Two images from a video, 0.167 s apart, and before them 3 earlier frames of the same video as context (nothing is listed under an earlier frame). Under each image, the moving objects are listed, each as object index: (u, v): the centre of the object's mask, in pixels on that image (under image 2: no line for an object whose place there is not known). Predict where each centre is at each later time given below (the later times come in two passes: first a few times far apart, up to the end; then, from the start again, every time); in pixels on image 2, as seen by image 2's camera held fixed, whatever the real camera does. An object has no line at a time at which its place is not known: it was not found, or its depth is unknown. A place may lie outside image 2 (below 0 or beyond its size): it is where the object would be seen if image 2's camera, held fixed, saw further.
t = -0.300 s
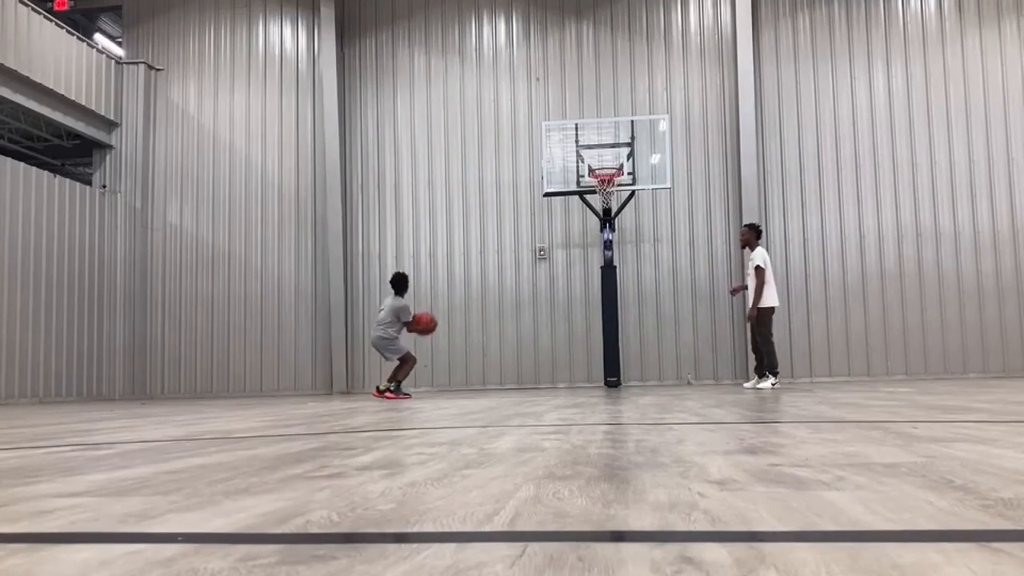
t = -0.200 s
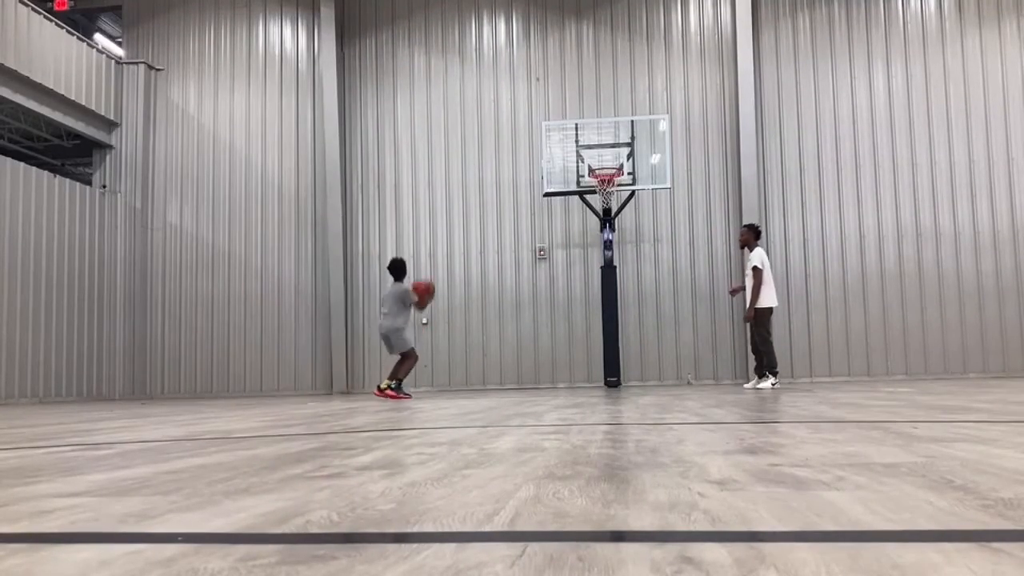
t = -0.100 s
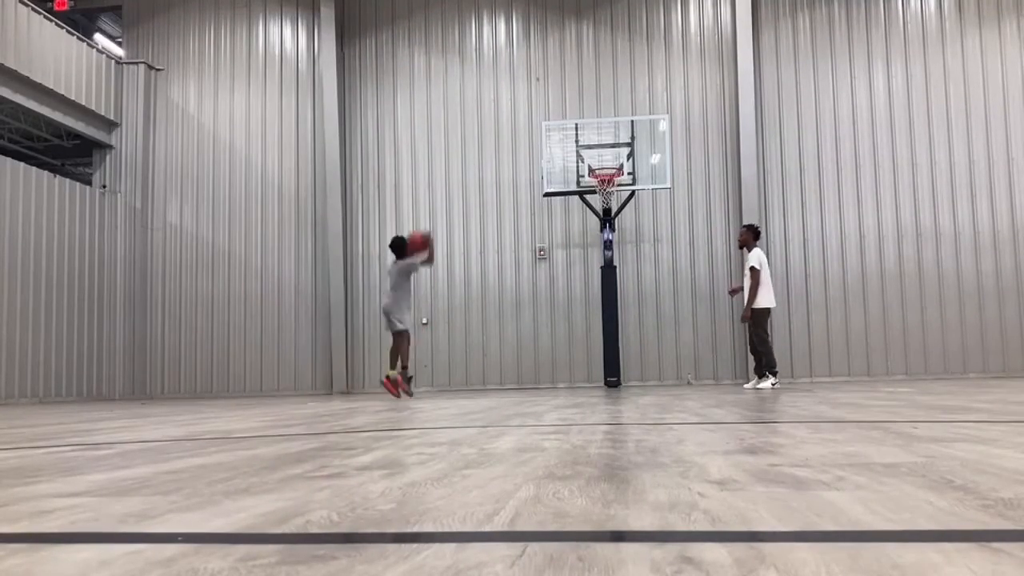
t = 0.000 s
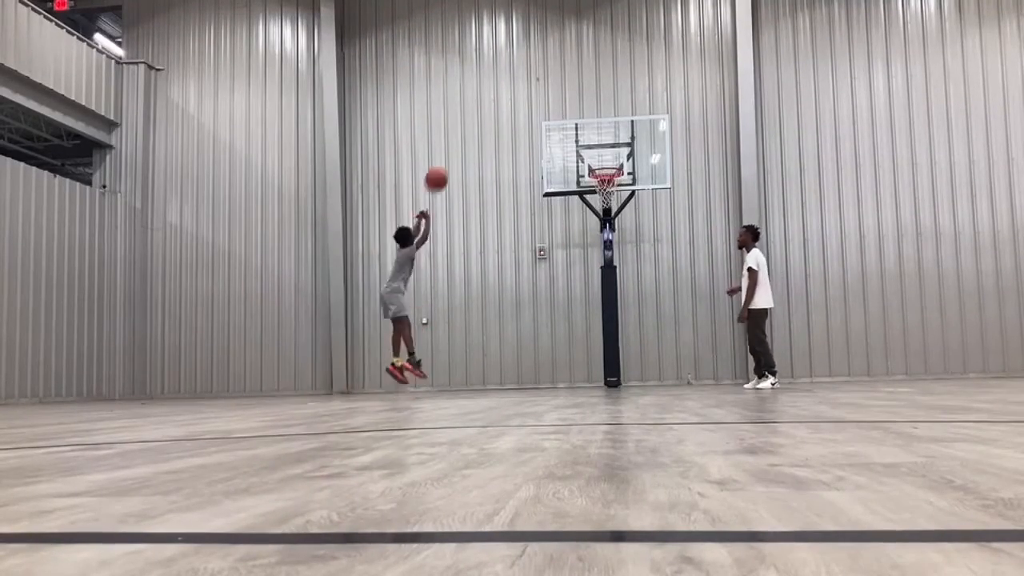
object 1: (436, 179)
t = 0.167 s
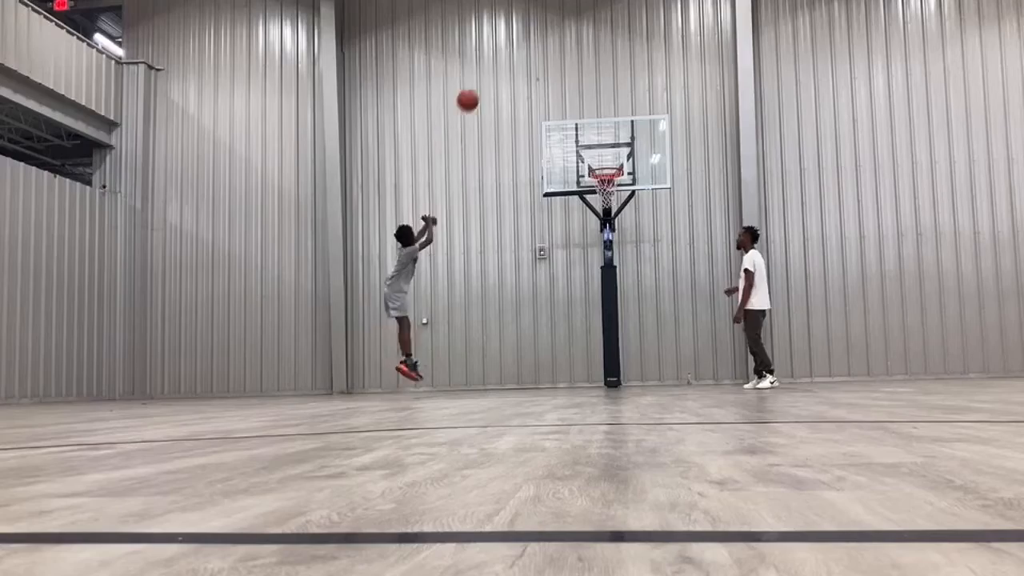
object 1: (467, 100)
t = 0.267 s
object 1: (484, 68)
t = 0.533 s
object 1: (524, 32)
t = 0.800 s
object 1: (560, 52)
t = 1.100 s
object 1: (596, 127)
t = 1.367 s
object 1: (601, 210)
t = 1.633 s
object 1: (586, 305)
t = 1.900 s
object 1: (567, 341)
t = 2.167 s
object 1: (539, 276)
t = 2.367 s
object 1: (519, 260)
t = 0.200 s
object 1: (473, 88)
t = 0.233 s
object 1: (479, 78)
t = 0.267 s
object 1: (484, 68)
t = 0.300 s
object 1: (490, 60)
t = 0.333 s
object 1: (495, 53)
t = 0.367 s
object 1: (500, 47)
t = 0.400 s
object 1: (505, 42)
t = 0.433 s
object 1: (510, 38)
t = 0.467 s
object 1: (515, 35)
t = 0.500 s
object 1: (520, 33)
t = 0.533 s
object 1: (524, 32)
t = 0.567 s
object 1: (529, 32)
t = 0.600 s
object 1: (533, 32)
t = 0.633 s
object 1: (538, 34)
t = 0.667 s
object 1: (543, 35)
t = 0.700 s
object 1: (547, 39)
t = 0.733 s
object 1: (551, 42)
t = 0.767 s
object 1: (556, 47)
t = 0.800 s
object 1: (560, 52)
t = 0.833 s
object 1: (564, 58)
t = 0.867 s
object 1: (568, 64)
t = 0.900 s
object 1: (572, 71)
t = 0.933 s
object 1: (577, 79)
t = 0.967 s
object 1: (581, 87)
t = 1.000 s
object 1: (584, 97)
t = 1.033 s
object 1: (588, 106)
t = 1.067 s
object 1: (592, 117)
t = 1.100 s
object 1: (596, 127)
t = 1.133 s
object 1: (600, 139)
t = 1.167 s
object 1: (604, 151)
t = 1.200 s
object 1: (608, 162)
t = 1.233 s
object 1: (611, 175)
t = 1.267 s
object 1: (605, 180)
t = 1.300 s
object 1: (608, 188)
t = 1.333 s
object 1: (603, 203)
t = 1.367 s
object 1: (601, 210)
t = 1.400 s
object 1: (600, 219)
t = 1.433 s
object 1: (597, 229)
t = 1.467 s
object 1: (596, 240)
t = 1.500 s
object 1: (594, 251)
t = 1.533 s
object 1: (592, 264)
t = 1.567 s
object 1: (590, 277)
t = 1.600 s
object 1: (588, 290)
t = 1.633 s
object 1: (586, 305)
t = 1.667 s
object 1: (585, 321)
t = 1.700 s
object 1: (583, 337)
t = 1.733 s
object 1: (582, 353)
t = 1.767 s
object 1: (580, 372)
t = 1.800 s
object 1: (577, 378)
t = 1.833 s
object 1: (574, 365)
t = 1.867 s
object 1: (570, 353)
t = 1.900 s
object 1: (567, 341)
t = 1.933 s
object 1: (563, 330)
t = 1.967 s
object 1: (560, 320)
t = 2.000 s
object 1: (557, 311)
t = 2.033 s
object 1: (553, 302)
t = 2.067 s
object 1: (549, 294)
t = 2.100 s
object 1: (546, 287)
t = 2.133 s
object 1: (542, 281)
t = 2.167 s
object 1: (539, 276)
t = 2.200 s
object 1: (536, 271)
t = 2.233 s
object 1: (532, 267)
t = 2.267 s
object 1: (529, 264)
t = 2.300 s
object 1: (526, 262)
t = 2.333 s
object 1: (522, 261)
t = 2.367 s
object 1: (519, 260)
